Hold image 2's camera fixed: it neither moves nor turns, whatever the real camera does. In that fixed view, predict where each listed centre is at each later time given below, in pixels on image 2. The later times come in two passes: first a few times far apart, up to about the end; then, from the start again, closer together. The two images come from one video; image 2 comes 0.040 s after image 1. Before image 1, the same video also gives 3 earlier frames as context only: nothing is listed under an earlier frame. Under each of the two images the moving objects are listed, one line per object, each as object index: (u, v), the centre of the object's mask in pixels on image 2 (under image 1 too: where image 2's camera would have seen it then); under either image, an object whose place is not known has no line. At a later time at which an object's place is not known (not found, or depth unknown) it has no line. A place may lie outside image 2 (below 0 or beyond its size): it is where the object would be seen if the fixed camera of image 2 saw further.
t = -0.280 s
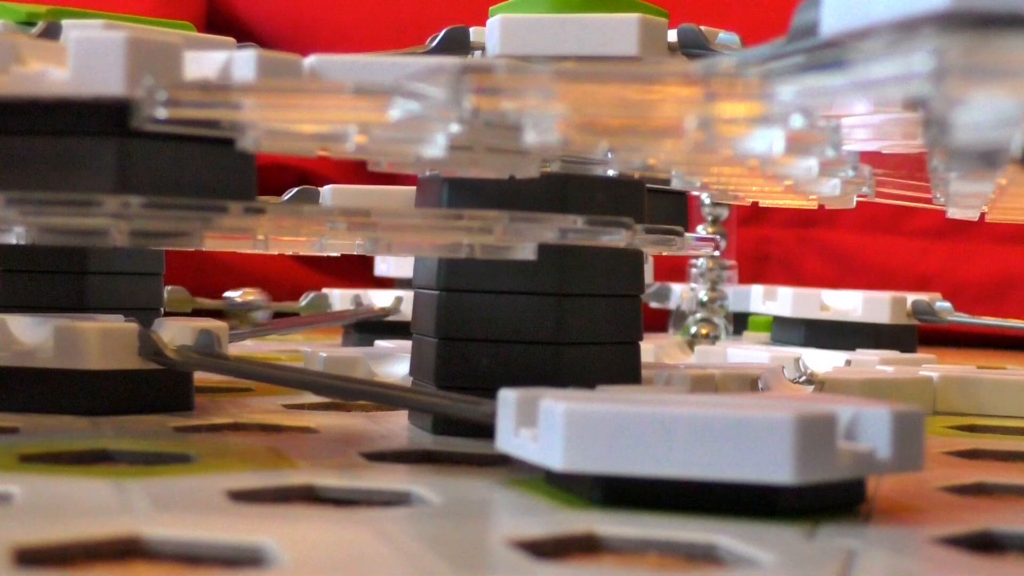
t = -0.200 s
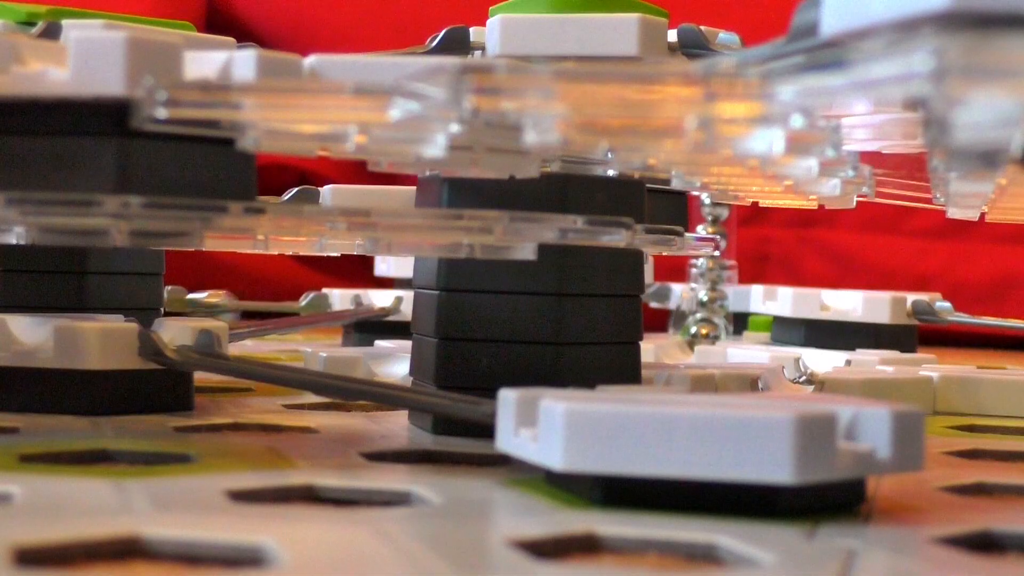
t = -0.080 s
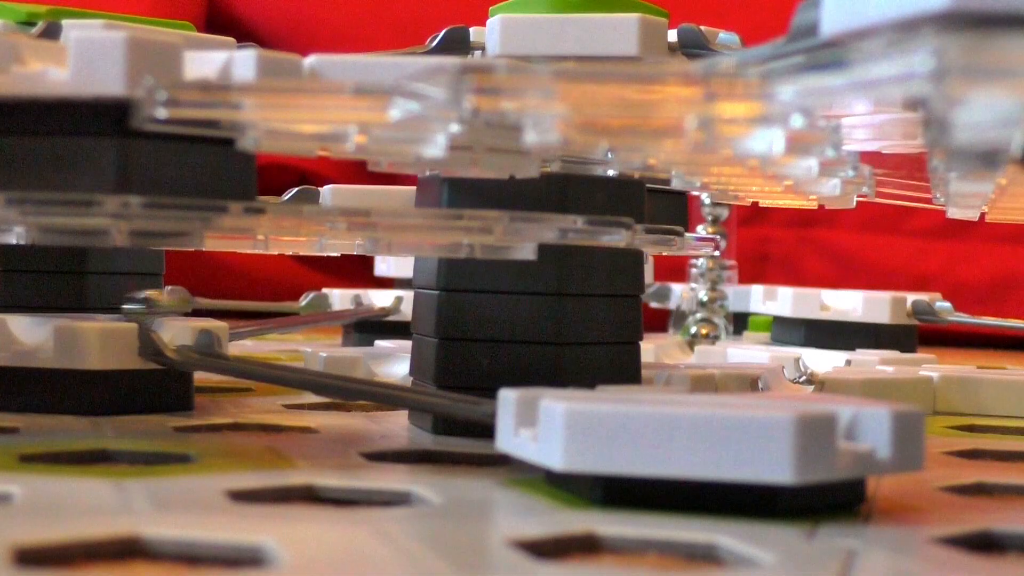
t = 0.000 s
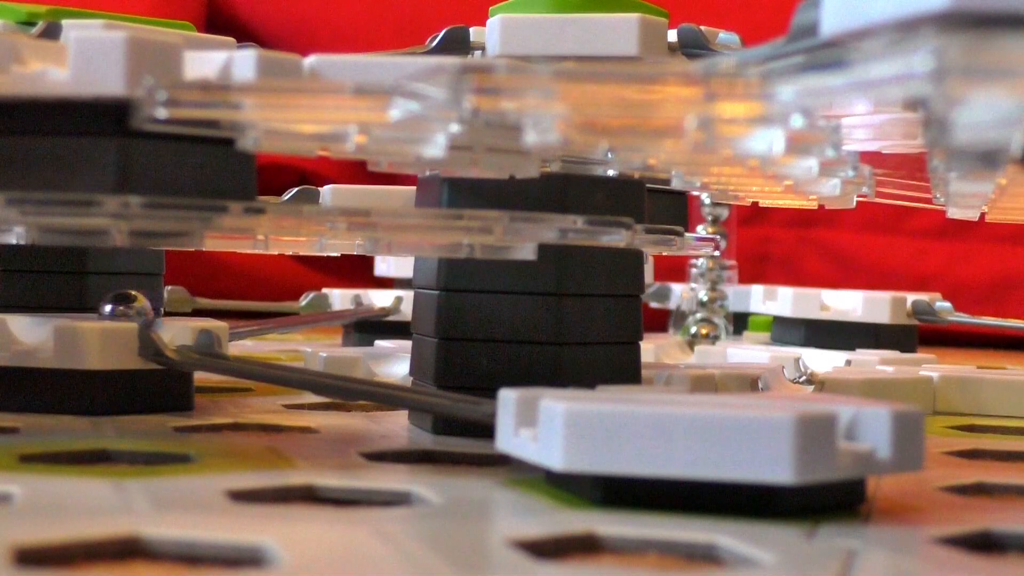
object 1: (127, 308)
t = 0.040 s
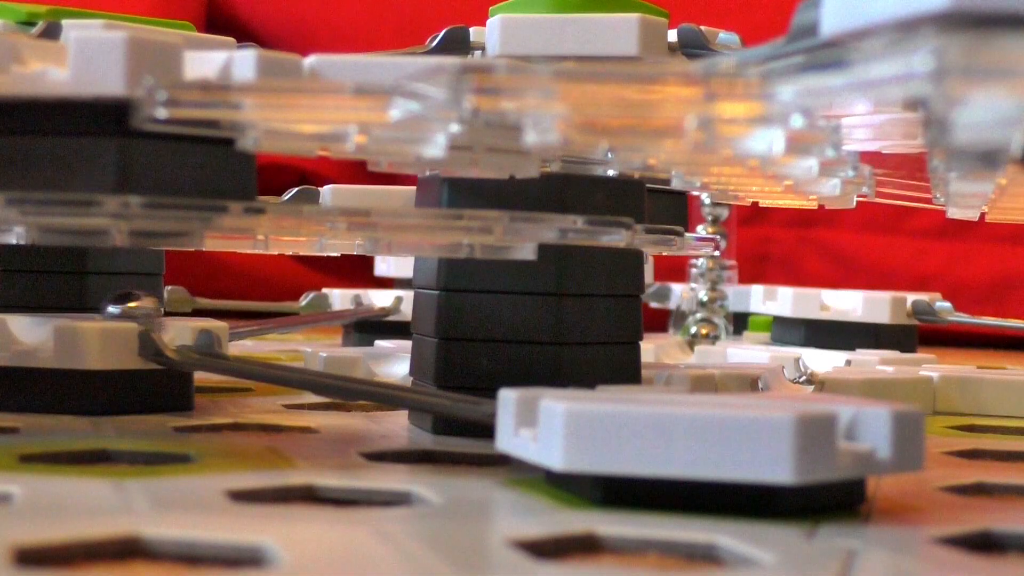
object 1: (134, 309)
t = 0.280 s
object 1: (334, 352)
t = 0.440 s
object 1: (533, 367)
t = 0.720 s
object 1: (750, 376)
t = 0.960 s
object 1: (783, 373)
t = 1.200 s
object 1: (801, 366)
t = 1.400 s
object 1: (812, 363)
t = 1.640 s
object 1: (816, 357)
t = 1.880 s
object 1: (729, 336)
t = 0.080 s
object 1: (155, 314)
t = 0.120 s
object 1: (185, 325)
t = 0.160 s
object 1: (212, 326)
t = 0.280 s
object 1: (334, 352)
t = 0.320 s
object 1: (368, 354)
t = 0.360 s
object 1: (441, 366)
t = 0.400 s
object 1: (478, 369)
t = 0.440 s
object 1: (533, 367)
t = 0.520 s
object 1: (672, 378)
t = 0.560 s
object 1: (724, 373)
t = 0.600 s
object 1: (733, 374)
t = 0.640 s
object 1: (738, 375)
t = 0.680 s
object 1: (745, 376)
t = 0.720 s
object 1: (750, 376)
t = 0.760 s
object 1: (755, 375)
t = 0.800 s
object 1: (761, 375)
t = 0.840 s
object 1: (766, 374)
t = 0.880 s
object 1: (772, 374)
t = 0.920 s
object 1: (779, 373)
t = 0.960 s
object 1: (783, 373)
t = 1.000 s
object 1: (785, 372)
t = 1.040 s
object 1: (787, 372)
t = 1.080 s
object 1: (792, 371)
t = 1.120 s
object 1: (793, 370)
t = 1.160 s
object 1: (798, 367)
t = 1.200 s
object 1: (801, 366)
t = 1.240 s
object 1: (803, 365)
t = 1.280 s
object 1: (806, 364)
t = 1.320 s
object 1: (808, 363)
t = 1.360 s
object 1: (809, 363)
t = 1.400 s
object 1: (812, 363)
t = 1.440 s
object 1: (814, 362)
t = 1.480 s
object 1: (816, 360)
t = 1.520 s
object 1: (817, 359)
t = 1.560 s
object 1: (820, 358)
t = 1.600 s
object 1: (820, 358)
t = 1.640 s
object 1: (816, 357)
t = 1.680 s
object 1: (811, 356)
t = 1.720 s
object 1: (803, 355)
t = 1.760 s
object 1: (782, 339)
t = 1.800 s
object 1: (762, 338)
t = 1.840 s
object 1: (748, 337)
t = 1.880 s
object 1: (729, 336)
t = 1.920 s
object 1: (713, 334)
